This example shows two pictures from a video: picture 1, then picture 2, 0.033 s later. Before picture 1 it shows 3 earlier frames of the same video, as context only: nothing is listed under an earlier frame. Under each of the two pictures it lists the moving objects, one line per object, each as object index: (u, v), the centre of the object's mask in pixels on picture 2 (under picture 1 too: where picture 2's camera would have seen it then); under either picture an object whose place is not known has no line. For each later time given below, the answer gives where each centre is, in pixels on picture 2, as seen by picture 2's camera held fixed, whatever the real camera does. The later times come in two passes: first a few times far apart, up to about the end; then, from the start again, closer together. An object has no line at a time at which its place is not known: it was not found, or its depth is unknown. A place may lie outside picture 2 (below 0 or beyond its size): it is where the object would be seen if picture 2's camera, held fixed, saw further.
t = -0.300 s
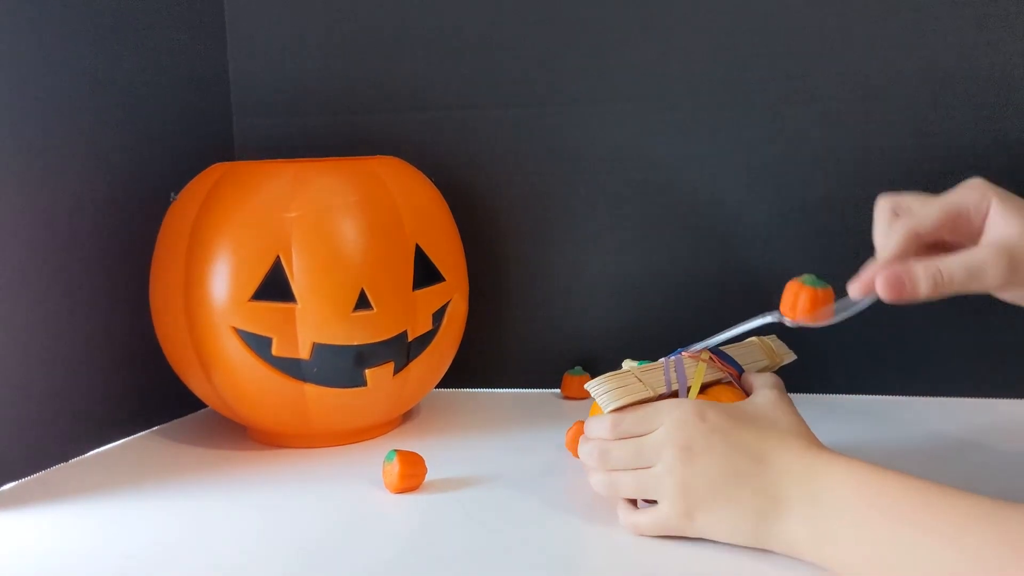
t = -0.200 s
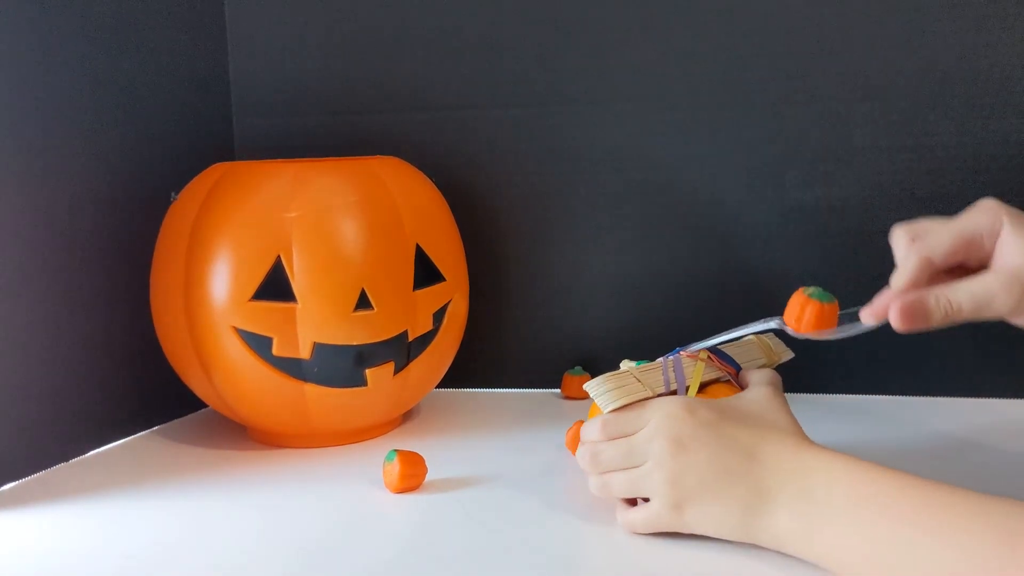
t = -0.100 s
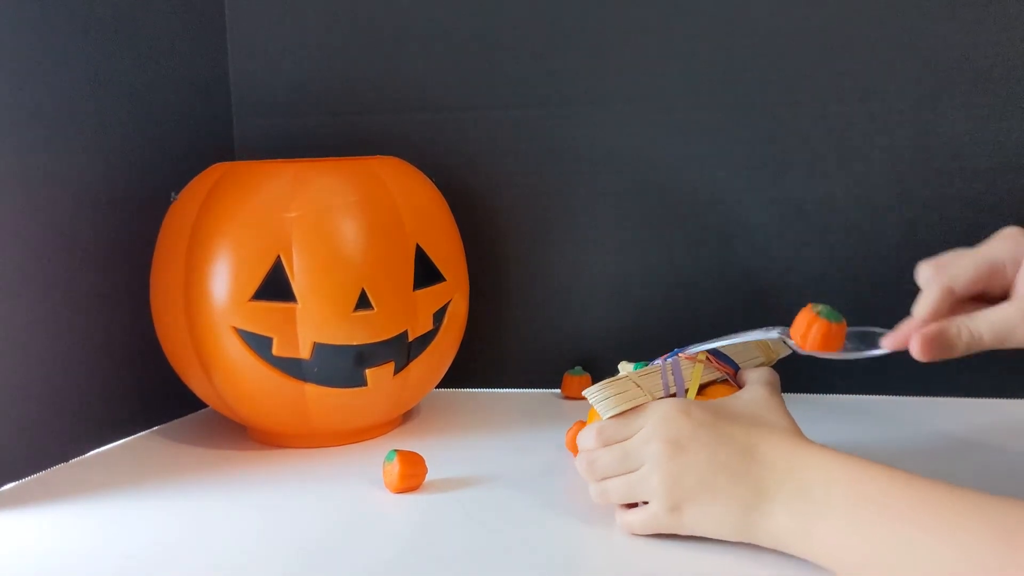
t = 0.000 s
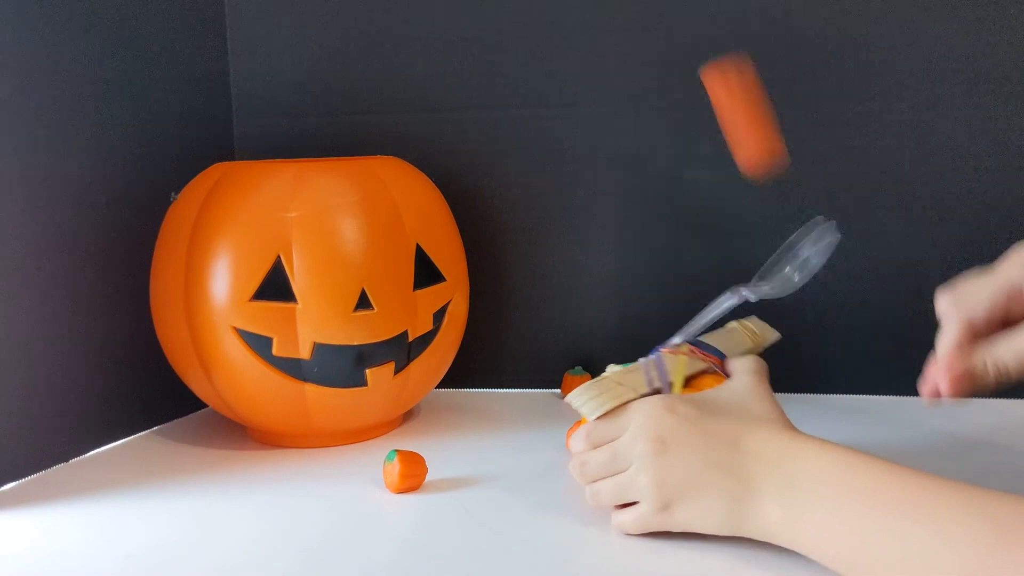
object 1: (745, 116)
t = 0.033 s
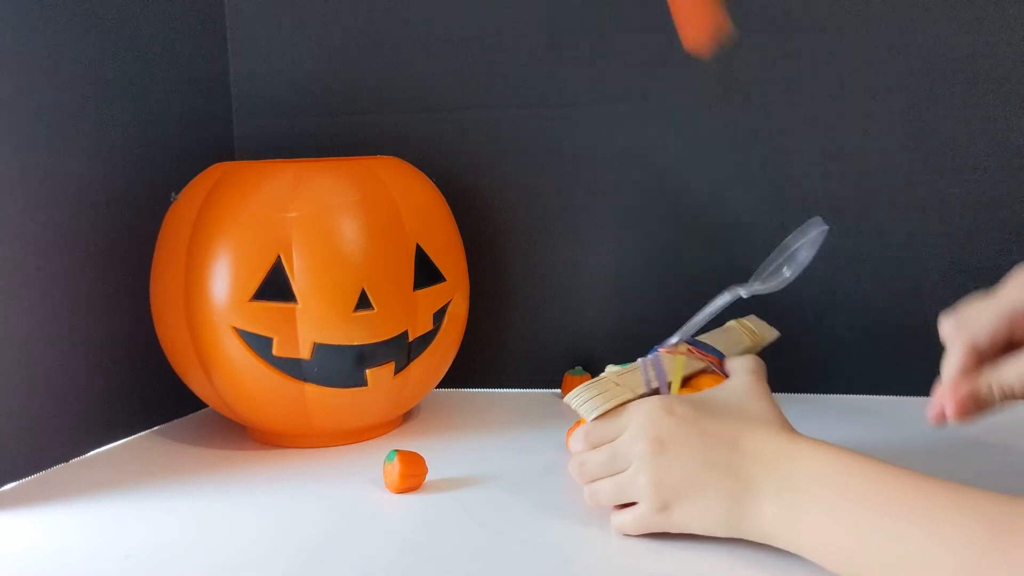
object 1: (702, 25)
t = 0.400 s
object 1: (140, 113)
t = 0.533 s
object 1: (43, 322)
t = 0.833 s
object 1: (153, 416)
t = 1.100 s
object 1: (309, 442)
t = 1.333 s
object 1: (388, 433)
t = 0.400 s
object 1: (140, 113)
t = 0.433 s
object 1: (104, 280)
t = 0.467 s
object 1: (77, 418)
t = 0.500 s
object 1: (57, 386)
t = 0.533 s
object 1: (43, 322)
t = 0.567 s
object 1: (44, 277)
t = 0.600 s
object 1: (47, 251)
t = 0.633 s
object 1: (52, 240)
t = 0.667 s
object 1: (60, 237)
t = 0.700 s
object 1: (70, 265)
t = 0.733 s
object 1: (82, 315)
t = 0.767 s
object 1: (96, 385)
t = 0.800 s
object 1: (127, 430)
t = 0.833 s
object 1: (153, 416)
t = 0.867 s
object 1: (190, 418)
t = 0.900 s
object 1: (224, 434)
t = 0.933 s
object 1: (245, 431)
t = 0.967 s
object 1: (257, 436)
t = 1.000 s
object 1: (271, 441)
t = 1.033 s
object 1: (282, 440)
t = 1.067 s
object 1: (295, 445)
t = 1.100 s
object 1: (309, 442)
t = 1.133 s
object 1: (318, 440)
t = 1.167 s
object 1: (331, 441)
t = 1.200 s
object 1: (345, 440)
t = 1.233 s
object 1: (359, 437)
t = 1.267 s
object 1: (371, 438)
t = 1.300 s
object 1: (382, 435)
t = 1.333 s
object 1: (388, 433)
